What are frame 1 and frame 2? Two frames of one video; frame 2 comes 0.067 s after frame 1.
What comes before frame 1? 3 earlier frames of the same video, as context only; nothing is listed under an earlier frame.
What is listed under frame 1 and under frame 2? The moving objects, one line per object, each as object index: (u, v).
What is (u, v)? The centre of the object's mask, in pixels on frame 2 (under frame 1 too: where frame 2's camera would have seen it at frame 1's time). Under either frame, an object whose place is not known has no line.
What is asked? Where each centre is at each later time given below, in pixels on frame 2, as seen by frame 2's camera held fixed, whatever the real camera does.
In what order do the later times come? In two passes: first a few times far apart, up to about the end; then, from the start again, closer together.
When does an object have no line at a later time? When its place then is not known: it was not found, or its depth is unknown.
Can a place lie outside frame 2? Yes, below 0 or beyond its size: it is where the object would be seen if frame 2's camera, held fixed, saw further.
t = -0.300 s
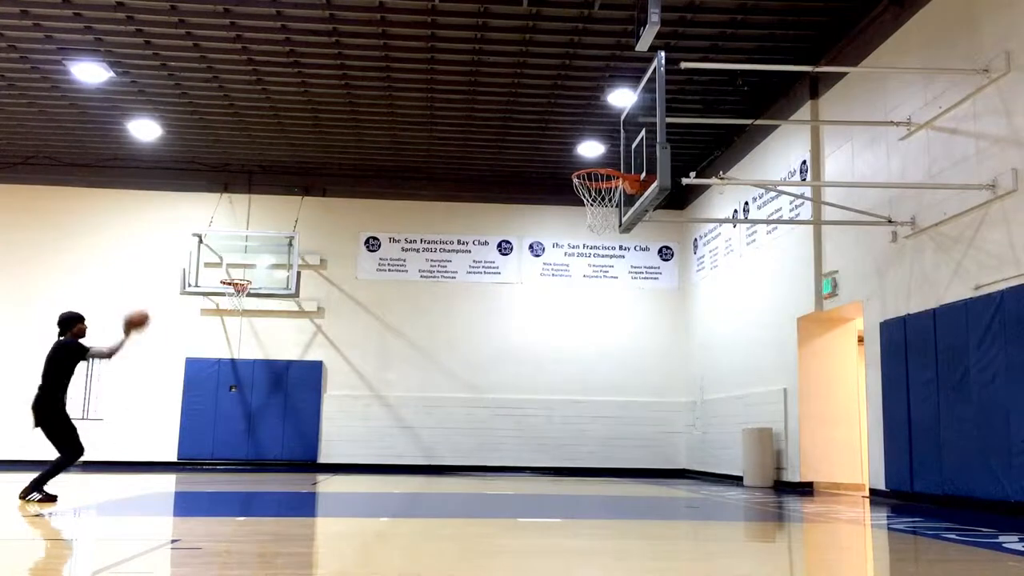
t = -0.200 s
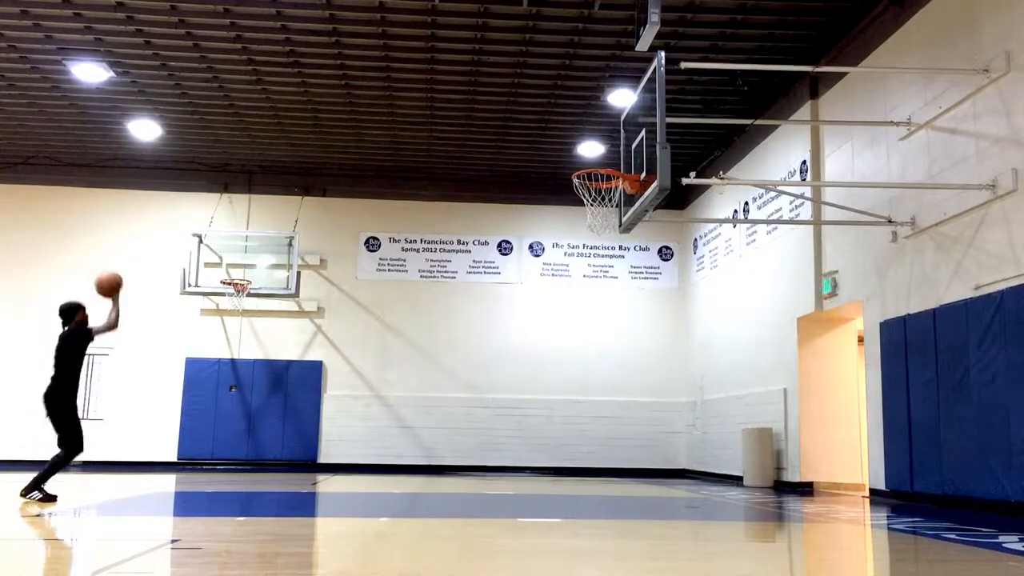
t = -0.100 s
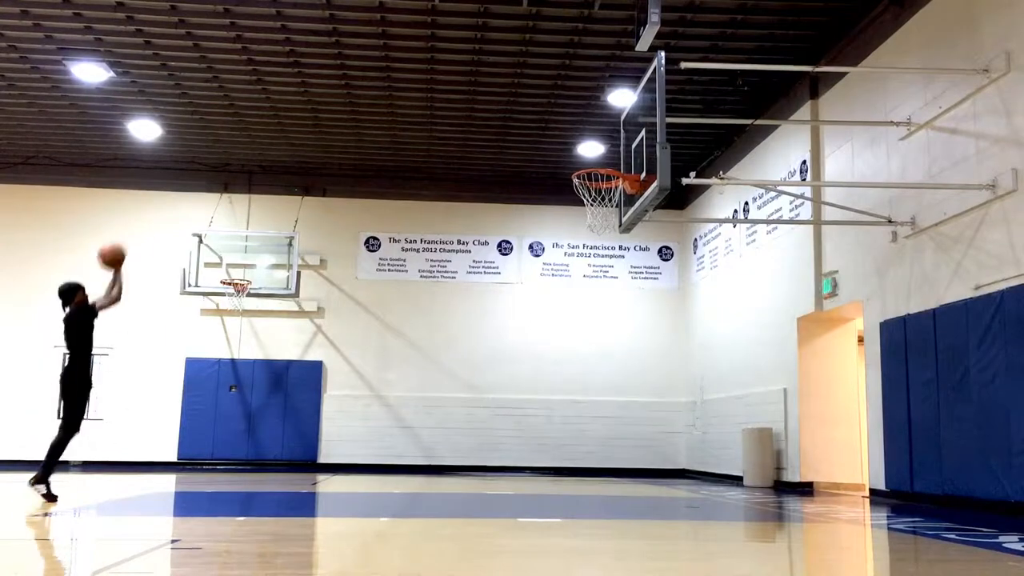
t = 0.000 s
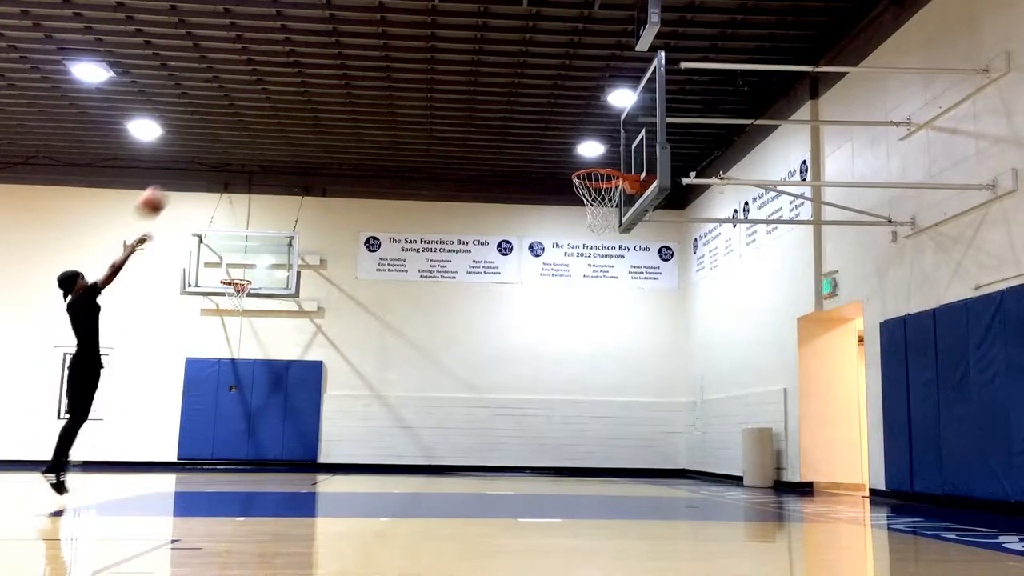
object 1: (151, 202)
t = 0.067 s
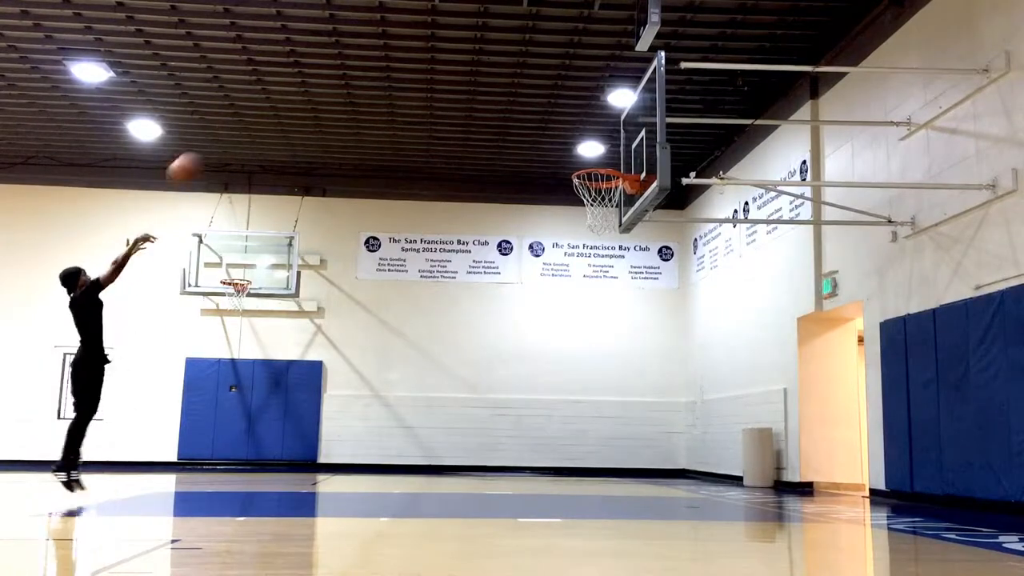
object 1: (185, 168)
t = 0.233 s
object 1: (266, 105)
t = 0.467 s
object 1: (371, 63)
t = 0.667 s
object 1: (461, 73)
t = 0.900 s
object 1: (556, 130)
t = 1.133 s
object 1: (599, 233)
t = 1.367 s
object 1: (574, 387)
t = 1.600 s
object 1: (537, 425)
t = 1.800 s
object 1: (496, 331)
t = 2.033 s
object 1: (447, 276)
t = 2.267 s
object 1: (394, 279)
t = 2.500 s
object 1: (336, 345)
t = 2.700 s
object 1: (279, 460)
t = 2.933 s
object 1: (231, 405)
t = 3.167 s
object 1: (184, 350)
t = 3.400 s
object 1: (129, 360)
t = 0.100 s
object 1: (200, 154)
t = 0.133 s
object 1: (217, 140)
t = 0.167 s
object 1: (233, 128)
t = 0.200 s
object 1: (250, 116)
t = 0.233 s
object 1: (266, 105)
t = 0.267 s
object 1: (283, 95)
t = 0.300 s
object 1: (296, 88)
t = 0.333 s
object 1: (311, 80)
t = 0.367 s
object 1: (328, 75)
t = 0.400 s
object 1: (342, 70)
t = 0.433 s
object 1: (357, 67)
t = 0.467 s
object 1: (371, 63)
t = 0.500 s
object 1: (386, 63)
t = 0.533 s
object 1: (400, 62)
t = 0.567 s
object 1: (415, 63)
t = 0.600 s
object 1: (430, 65)
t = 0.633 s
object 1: (445, 68)
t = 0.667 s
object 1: (461, 73)
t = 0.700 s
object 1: (472, 76)
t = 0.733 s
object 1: (487, 84)
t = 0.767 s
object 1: (500, 90)
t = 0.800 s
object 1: (514, 98)
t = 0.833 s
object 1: (529, 107)
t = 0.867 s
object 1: (543, 117)
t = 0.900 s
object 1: (556, 130)
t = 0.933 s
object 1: (568, 141)
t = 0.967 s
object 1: (589, 160)
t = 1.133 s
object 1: (599, 233)
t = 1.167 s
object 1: (596, 250)
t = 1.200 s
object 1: (592, 270)
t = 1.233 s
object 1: (589, 291)
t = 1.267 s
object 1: (585, 312)
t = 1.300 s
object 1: (581, 335)
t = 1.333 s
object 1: (578, 360)
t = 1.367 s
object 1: (574, 387)
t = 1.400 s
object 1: (570, 417)
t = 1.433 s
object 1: (567, 444)
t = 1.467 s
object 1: (563, 477)
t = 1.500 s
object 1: (558, 487)
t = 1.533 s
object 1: (551, 465)
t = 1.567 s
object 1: (544, 444)
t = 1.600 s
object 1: (537, 425)
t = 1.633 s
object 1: (530, 405)
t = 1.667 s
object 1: (524, 388)
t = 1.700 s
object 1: (517, 372)
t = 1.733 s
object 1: (510, 357)
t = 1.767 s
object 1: (503, 344)
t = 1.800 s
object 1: (496, 331)
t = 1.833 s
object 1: (489, 319)
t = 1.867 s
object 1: (482, 309)
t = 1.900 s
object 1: (475, 300)
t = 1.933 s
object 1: (468, 292)
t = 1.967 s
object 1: (461, 286)
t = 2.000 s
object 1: (454, 280)
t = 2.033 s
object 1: (447, 276)
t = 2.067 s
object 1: (439, 273)
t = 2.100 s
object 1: (431, 270)
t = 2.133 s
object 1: (423, 270)
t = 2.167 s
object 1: (416, 270)
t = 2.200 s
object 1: (409, 272)
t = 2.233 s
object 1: (402, 274)
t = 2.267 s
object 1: (394, 279)
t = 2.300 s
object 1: (386, 285)
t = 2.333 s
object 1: (377, 291)
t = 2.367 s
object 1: (369, 299)
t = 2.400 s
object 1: (361, 309)
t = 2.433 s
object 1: (353, 320)
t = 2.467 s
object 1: (344, 332)
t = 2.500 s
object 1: (336, 345)
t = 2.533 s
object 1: (327, 360)
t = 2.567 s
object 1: (318, 377)
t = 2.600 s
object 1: (308, 394)
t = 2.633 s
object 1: (299, 415)
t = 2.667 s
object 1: (290, 436)
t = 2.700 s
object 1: (279, 460)
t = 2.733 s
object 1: (272, 483)
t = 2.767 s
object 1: (263, 483)
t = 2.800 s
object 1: (256, 465)
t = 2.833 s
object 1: (250, 447)
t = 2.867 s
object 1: (244, 431)
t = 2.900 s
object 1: (238, 417)
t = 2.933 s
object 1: (231, 405)
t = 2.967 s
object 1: (225, 392)
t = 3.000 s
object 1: (218, 382)
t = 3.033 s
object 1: (212, 373)
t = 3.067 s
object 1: (206, 365)
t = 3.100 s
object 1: (198, 359)
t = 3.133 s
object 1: (191, 354)
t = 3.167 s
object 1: (184, 350)
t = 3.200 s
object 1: (176, 347)
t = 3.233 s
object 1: (169, 346)
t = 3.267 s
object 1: (161, 346)
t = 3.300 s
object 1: (153, 347)
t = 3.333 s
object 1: (145, 350)
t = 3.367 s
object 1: (137, 355)
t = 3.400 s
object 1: (129, 360)
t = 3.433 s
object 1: (121, 367)
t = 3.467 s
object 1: (112, 376)
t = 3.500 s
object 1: (103, 387)
